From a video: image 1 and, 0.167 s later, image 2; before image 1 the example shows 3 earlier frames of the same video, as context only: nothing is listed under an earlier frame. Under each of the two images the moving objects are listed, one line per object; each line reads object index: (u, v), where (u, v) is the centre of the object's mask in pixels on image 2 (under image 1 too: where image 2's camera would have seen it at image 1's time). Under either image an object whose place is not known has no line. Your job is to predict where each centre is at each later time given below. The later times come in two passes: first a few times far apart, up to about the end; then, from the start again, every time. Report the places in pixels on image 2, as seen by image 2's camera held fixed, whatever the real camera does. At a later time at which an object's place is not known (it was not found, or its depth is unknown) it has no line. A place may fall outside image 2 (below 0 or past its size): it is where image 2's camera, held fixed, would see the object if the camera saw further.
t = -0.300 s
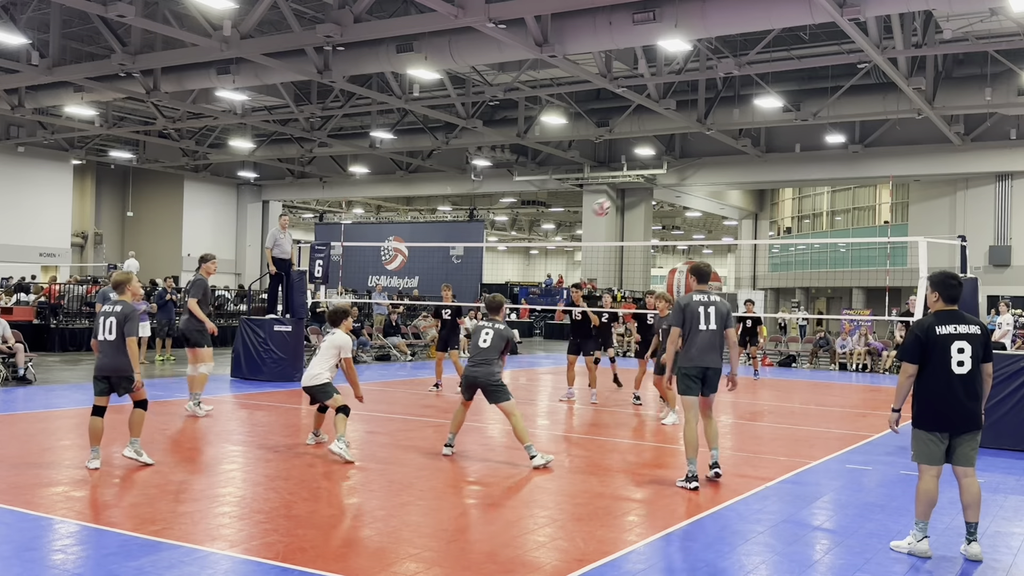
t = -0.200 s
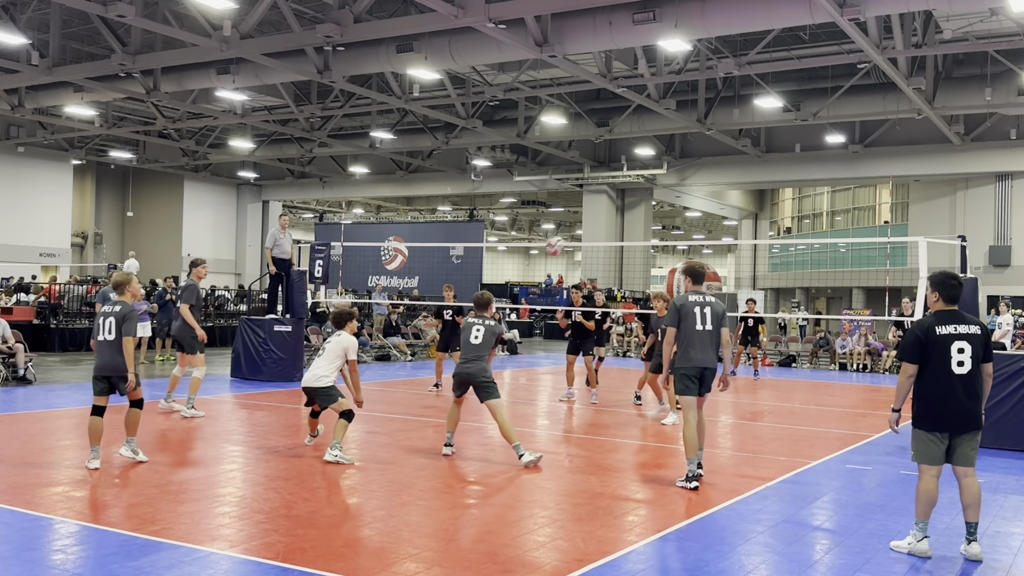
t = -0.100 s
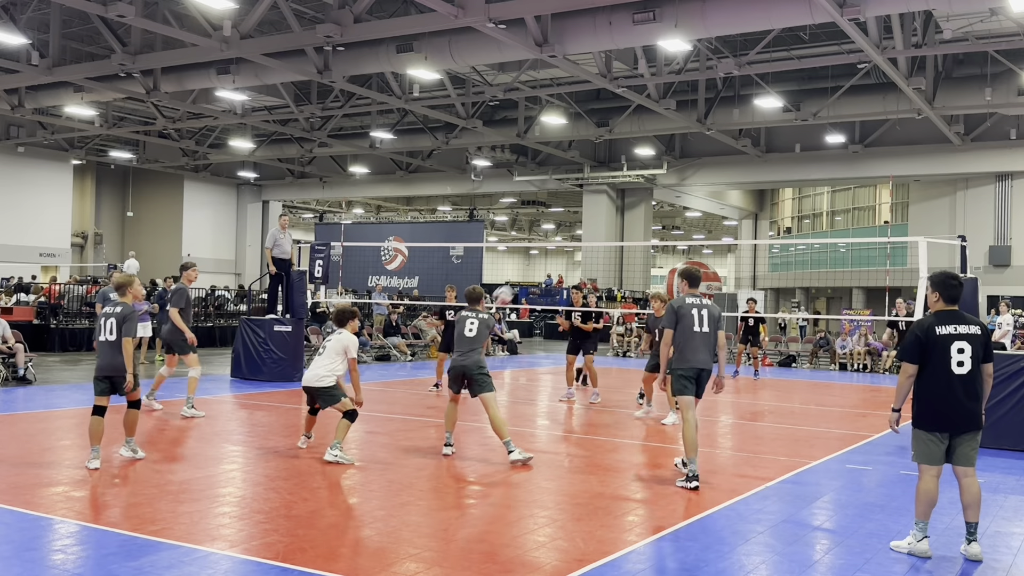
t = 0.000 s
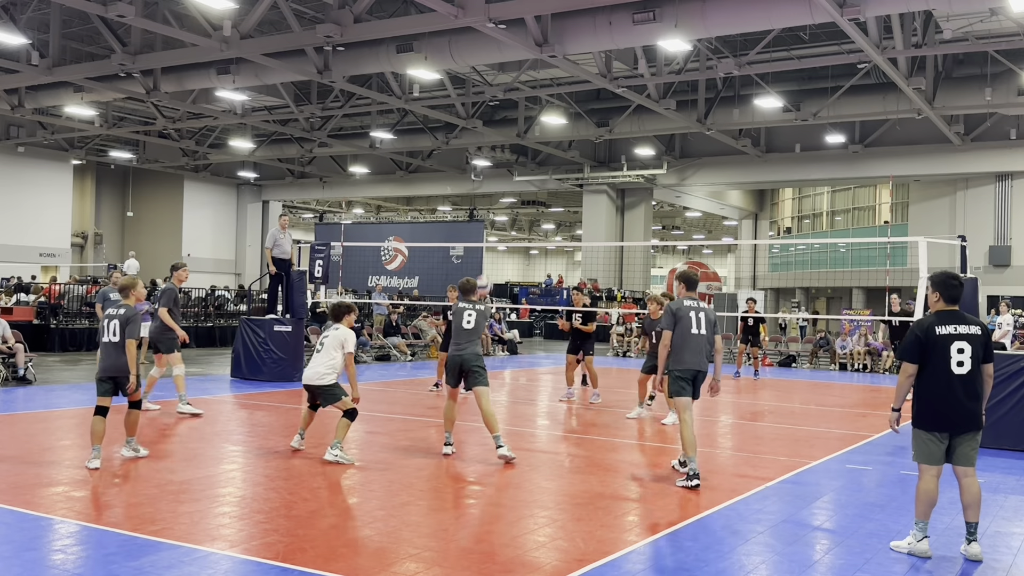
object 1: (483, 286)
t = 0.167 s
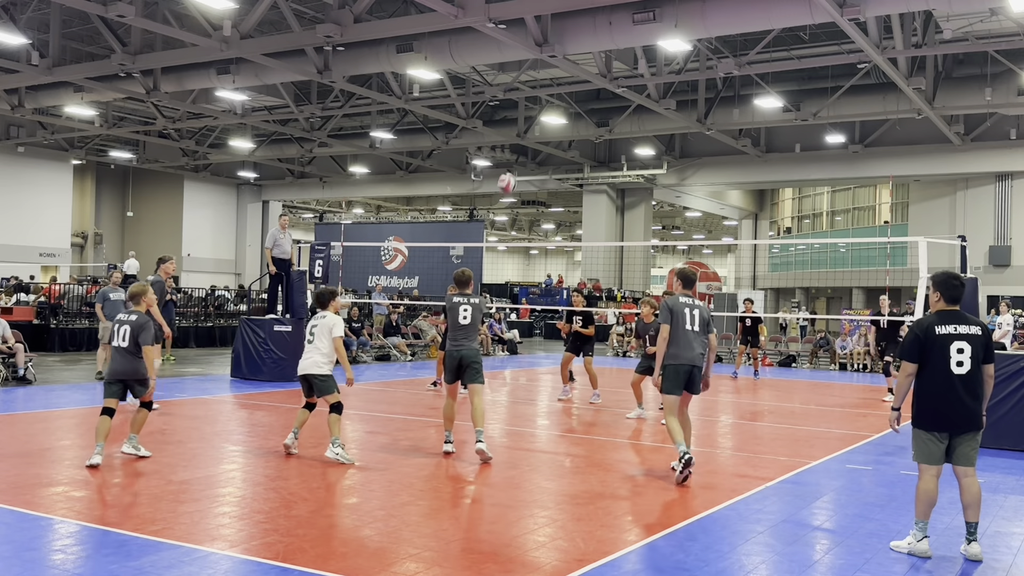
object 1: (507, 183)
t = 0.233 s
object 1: (516, 152)
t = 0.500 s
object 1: (546, 73)
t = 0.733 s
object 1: (568, 58)
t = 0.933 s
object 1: (584, 78)
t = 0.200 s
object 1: (512, 167)
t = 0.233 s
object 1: (516, 152)
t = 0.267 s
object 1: (520, 138)
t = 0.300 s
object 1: (524, 126)
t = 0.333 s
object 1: (528, 114)
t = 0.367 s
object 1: (532, 105)
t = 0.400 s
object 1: (535, 95)
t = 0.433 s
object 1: (539, 87)
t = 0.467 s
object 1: (542, 79)
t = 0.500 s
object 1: (546, 73)
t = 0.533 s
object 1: (549, 68)
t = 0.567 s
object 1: (552, 64)
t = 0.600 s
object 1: (555, 61)
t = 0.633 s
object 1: (559, 59)
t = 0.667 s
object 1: (562, 58)
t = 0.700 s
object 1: (565, 58)
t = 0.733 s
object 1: (568, 58)
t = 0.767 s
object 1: (571, 59)
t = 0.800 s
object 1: (573, 62)
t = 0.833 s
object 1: (576, 65)
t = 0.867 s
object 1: (579, 69)
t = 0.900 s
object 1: (581, 73)
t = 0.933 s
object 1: (584, 78)
